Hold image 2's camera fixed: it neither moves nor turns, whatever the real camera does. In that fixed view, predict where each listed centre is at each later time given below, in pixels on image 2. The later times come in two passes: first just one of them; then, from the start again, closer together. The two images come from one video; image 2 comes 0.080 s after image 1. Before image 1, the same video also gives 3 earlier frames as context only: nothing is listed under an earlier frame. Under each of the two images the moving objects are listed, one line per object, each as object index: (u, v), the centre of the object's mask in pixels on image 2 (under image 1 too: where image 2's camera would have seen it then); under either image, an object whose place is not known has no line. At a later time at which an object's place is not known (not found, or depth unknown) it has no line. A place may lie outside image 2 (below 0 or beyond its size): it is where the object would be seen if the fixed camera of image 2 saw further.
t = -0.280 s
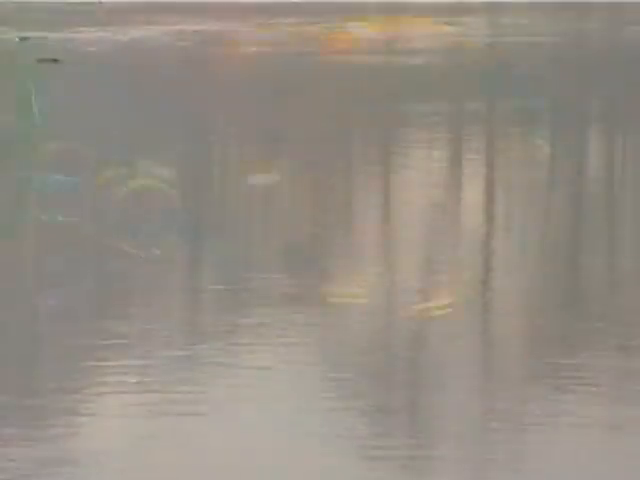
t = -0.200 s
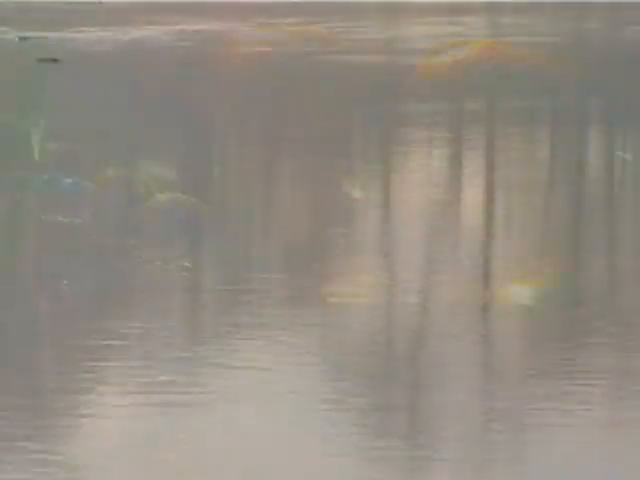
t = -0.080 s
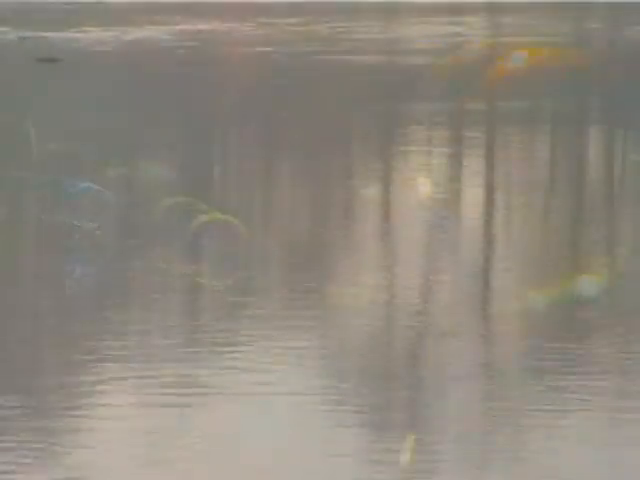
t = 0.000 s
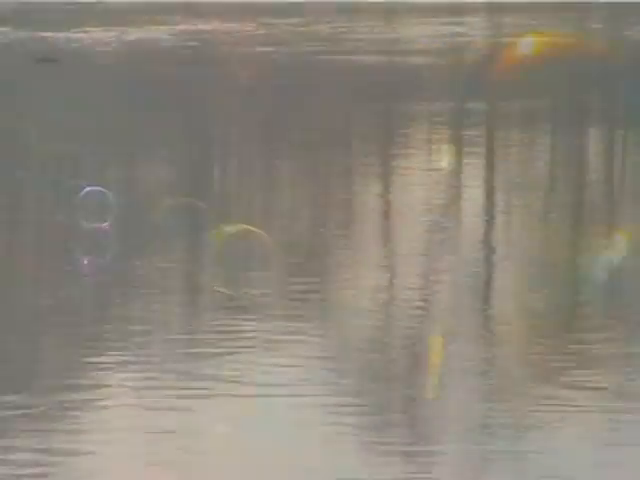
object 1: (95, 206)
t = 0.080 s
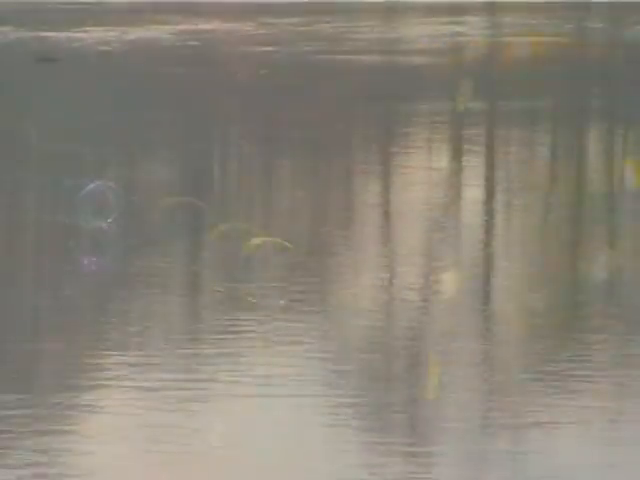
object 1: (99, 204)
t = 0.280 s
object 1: (108, 186)
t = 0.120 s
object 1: (101, 200)
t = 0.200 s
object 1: (106, 191)
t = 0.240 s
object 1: (108, 188)
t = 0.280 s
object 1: (108, 186)
